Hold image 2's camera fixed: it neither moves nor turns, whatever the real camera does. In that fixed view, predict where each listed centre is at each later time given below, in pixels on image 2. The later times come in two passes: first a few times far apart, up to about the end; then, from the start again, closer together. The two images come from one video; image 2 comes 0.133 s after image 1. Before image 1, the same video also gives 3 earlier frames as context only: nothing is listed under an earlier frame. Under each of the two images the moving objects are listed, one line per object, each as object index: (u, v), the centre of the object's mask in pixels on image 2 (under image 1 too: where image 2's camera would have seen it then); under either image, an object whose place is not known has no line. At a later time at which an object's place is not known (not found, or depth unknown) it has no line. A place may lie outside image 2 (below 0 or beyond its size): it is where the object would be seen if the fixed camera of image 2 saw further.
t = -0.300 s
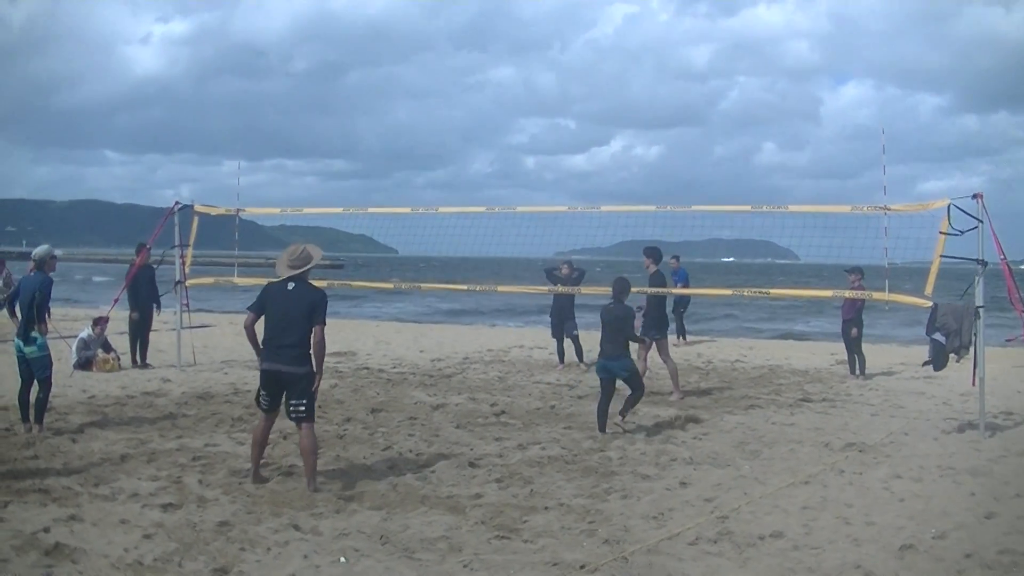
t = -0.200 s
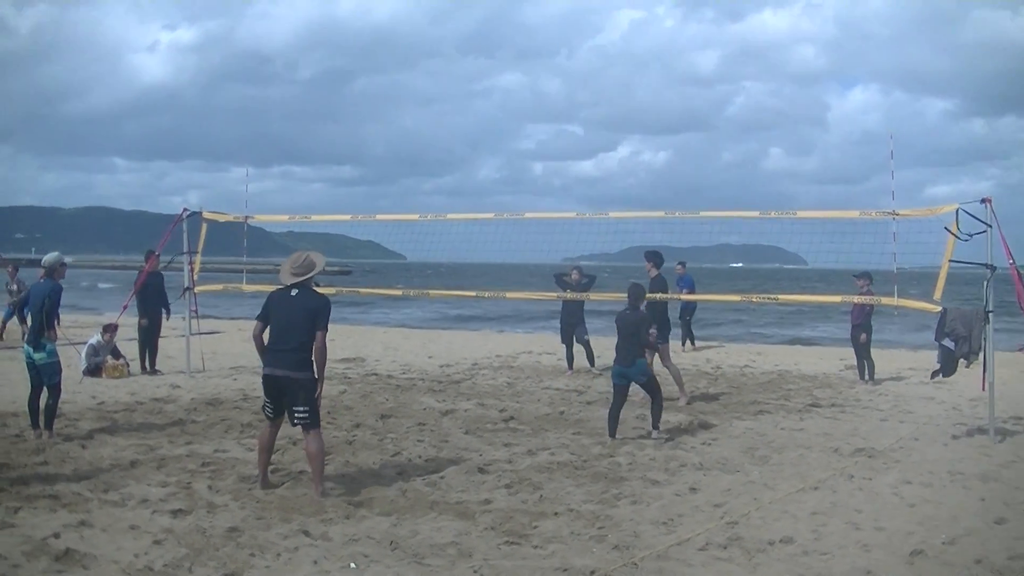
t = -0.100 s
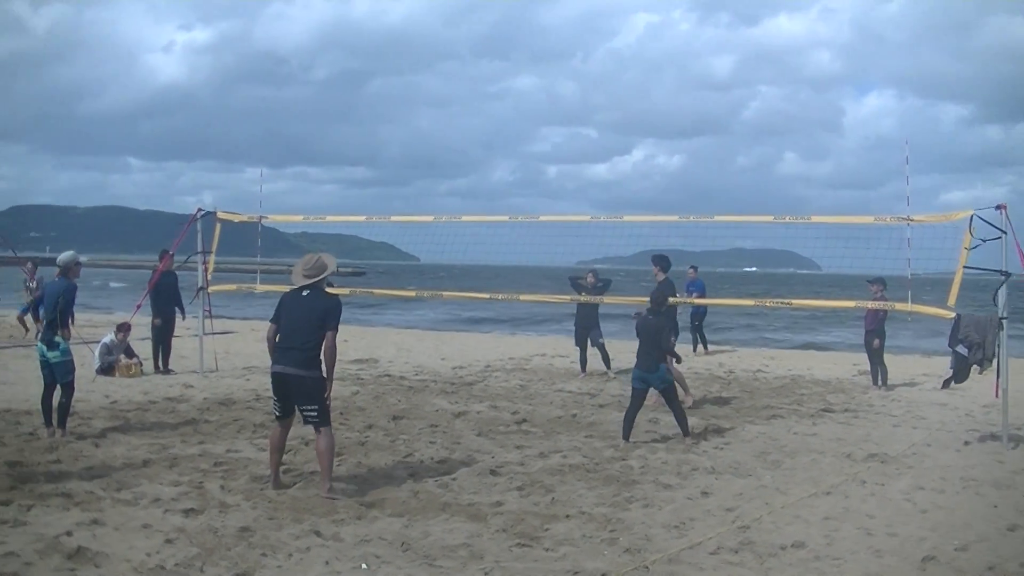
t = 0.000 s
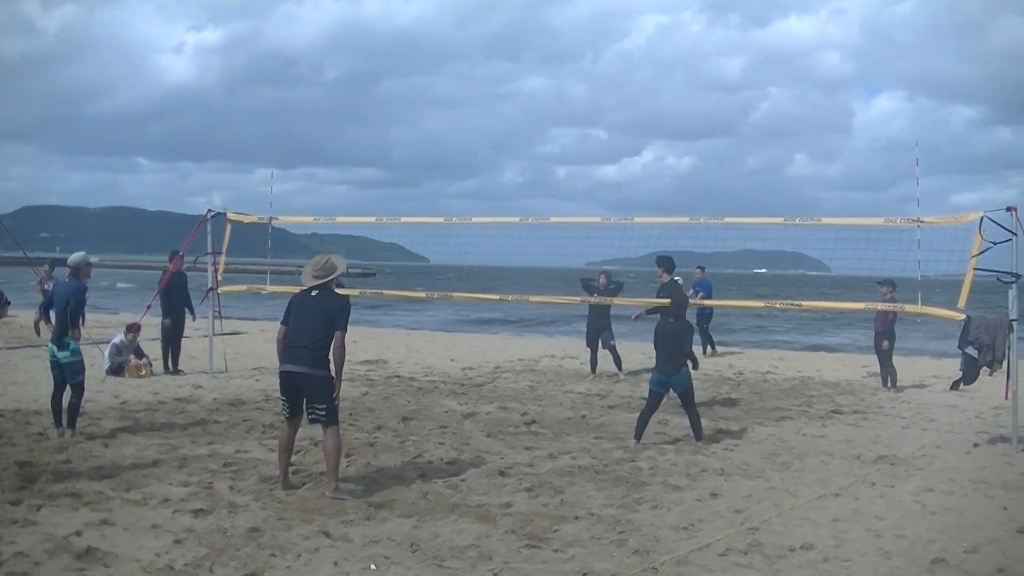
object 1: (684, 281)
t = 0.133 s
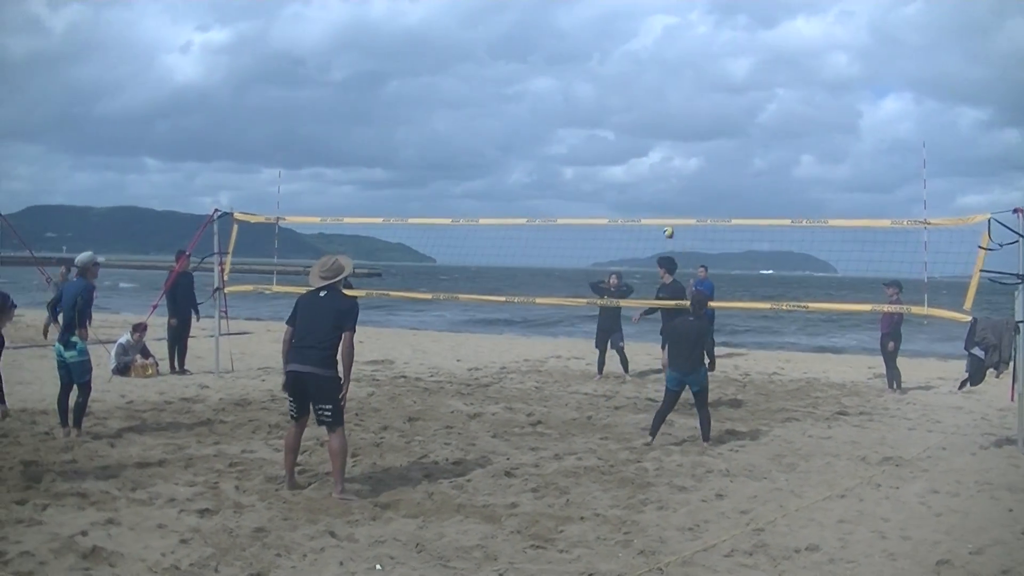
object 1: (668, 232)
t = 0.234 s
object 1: (656, 198)
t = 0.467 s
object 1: (620, 131)
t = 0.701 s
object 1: (575, 90)
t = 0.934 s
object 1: (515, 83)
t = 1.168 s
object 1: (440, 122)
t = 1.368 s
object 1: (359, 203)
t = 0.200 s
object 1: (660, 209)
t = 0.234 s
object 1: (656, 198)
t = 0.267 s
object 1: (651, 187)
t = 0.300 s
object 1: (646, 176)
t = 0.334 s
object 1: (642, 167)
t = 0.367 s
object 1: (637, 157)
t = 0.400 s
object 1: (631, 148)
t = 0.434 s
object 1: (625, 139)
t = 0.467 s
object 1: (620, 131)
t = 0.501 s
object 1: (614, 123)
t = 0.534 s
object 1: (608, 117)
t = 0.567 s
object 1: (602, 110)
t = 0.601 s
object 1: (596, 104)
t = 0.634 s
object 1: (590, 99)
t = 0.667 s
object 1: (583, 94)
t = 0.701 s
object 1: (575, 90)
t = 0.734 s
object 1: (568, 87)
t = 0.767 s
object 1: (561, 84)
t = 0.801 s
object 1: (552, 82)
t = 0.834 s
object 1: (543, 81)
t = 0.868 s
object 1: (534, 80)
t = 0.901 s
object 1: (525, 81)
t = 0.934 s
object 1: (515, 83)
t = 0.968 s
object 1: (506, 86)
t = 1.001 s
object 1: (496, 89)
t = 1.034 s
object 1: (486, 94)
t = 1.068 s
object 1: (474, 99)
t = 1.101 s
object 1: (463, 106)
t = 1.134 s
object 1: (452, 114)
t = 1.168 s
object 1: (440, 122)
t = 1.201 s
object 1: (428, 132)
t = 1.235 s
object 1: (415, 144)
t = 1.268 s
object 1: (402, 157)
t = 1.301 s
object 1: (388, 170)
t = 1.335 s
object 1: (374, 186)
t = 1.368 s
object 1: (359, 203)
